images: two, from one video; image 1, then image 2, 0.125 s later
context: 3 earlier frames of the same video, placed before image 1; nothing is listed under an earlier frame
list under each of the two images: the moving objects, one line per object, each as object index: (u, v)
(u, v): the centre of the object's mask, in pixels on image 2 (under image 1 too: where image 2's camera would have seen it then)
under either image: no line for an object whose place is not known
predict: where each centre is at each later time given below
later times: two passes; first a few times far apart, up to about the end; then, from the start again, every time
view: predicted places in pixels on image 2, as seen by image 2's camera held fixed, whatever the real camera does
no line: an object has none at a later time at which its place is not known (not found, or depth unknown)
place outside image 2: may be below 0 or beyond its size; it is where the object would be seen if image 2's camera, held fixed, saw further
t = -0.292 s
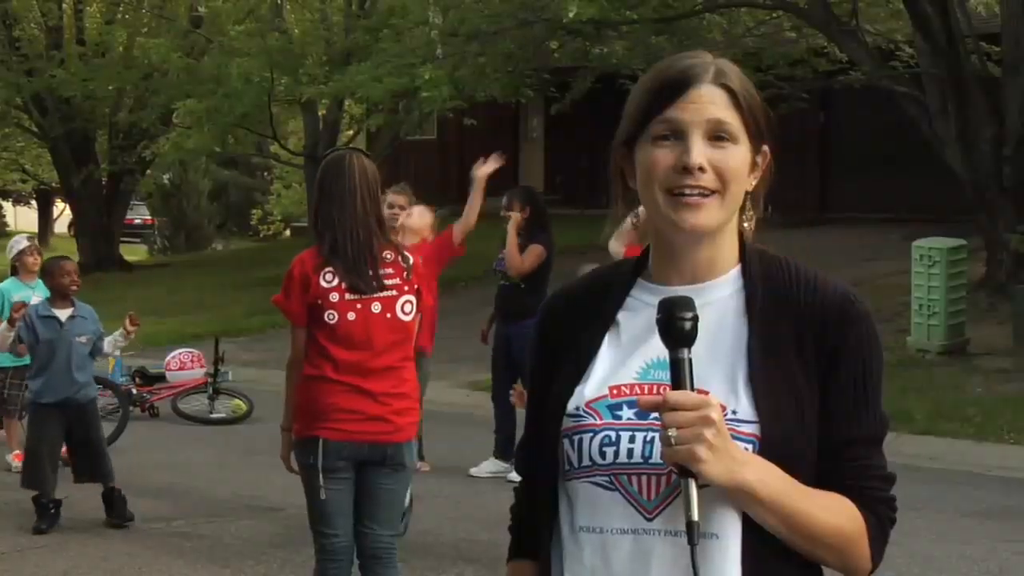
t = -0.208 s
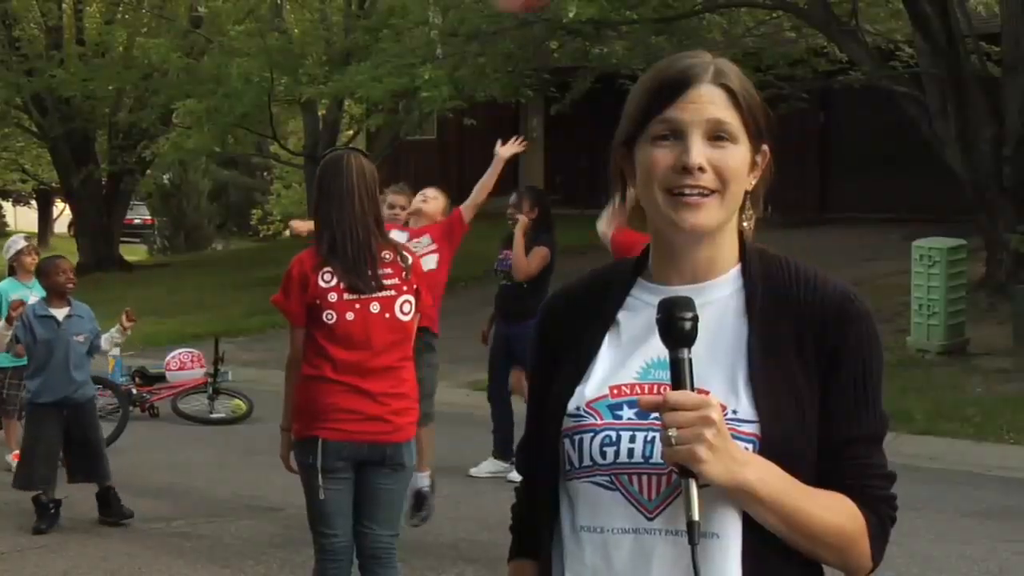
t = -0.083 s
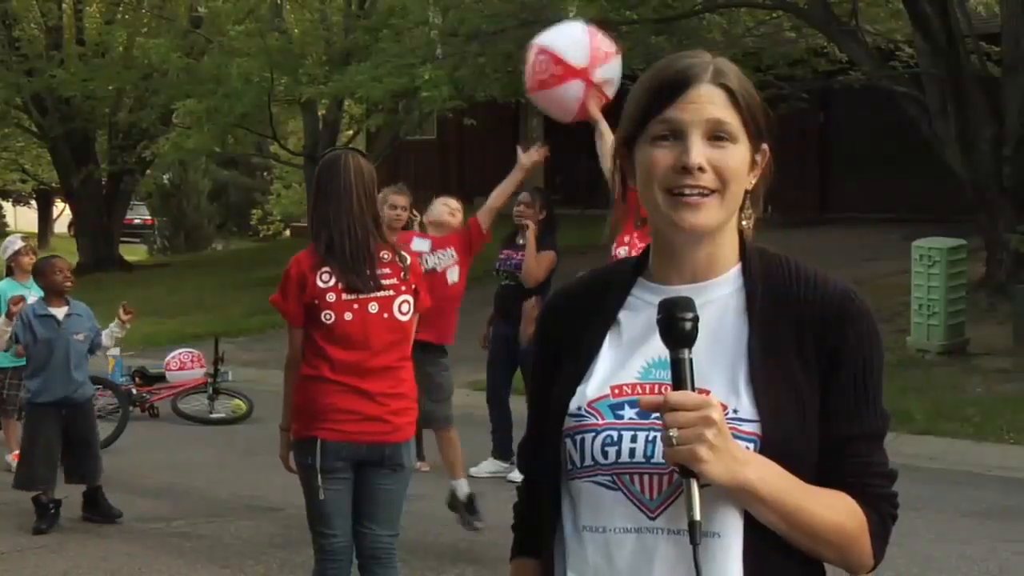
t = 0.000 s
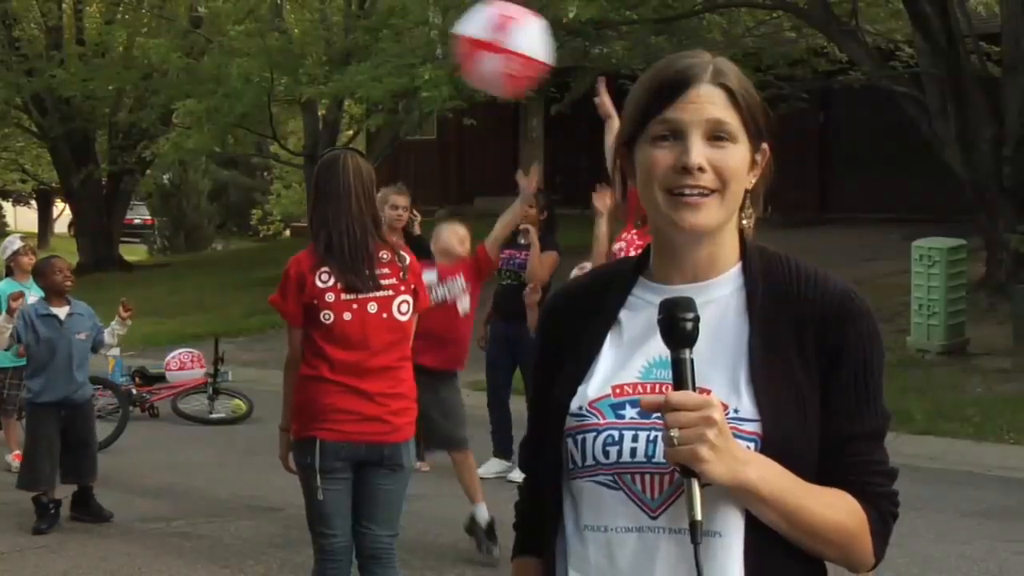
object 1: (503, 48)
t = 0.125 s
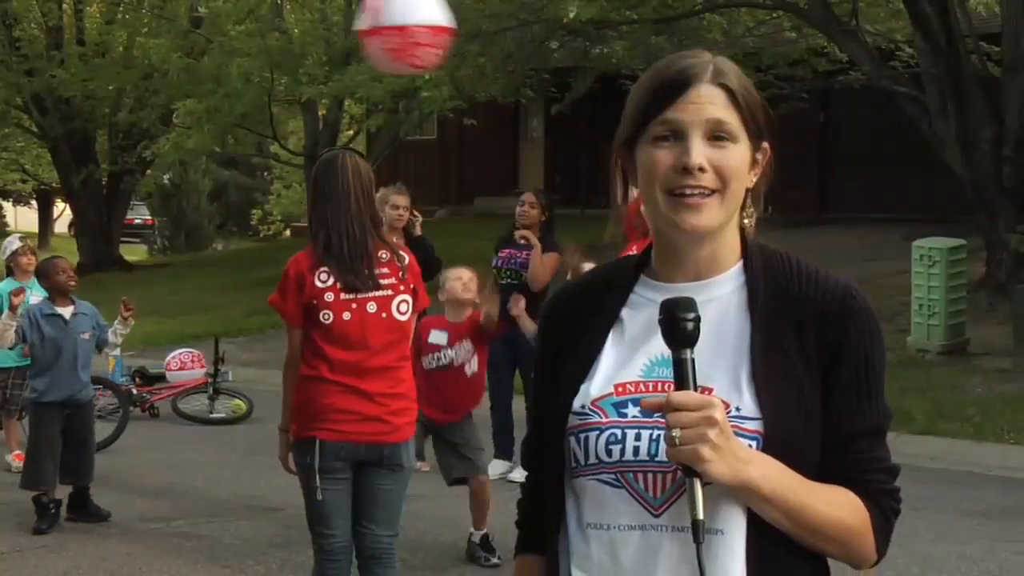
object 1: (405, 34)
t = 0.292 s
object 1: (298, 39)
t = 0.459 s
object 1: (218, 85)
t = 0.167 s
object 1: (375, 33)
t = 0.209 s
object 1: (349, 34)
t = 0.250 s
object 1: (322, 36)
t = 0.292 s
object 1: (298, 39)
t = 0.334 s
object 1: (275, 46)
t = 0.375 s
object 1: (254, 57)
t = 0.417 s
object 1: (236, 70)
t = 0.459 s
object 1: (218, 85)
